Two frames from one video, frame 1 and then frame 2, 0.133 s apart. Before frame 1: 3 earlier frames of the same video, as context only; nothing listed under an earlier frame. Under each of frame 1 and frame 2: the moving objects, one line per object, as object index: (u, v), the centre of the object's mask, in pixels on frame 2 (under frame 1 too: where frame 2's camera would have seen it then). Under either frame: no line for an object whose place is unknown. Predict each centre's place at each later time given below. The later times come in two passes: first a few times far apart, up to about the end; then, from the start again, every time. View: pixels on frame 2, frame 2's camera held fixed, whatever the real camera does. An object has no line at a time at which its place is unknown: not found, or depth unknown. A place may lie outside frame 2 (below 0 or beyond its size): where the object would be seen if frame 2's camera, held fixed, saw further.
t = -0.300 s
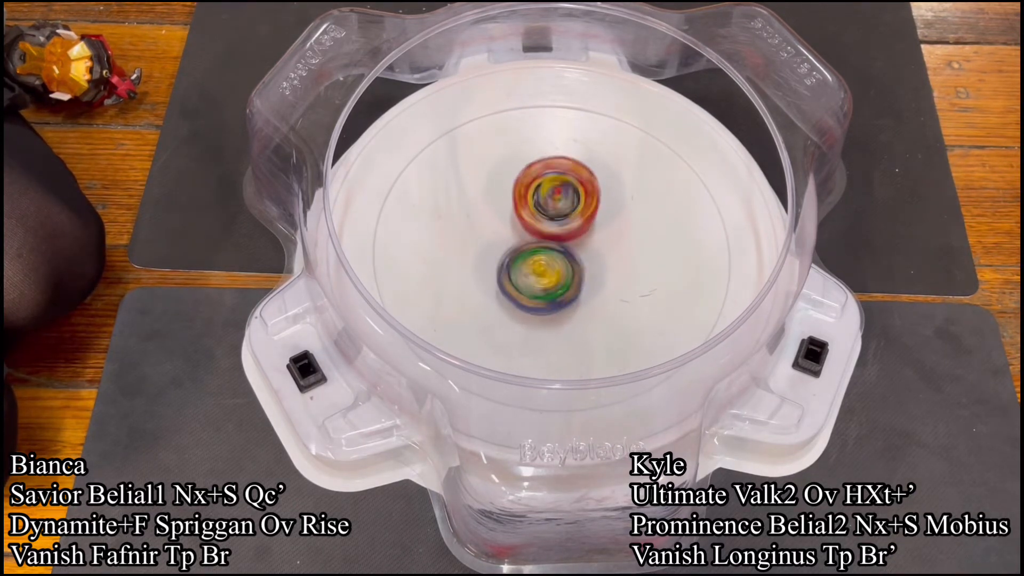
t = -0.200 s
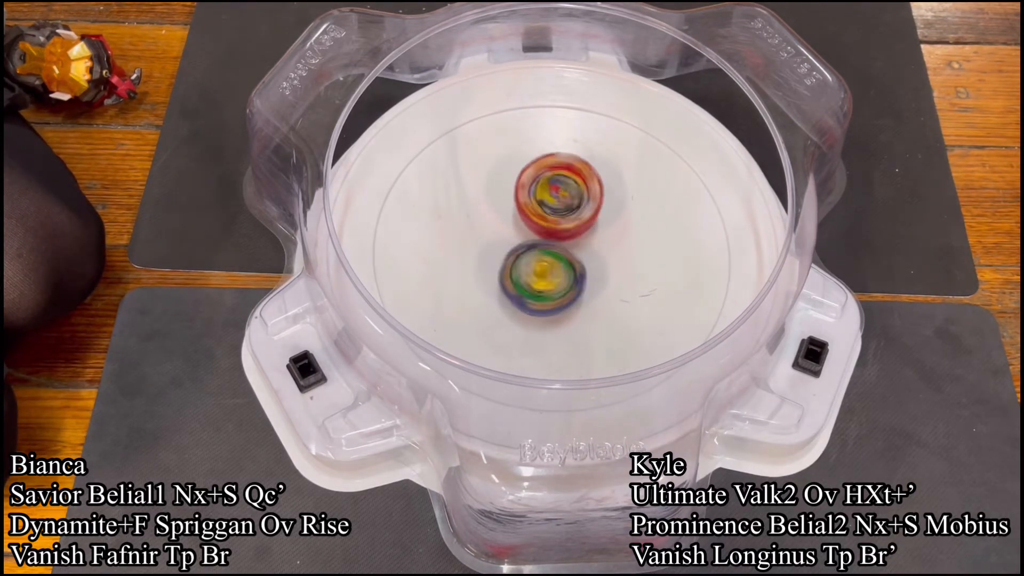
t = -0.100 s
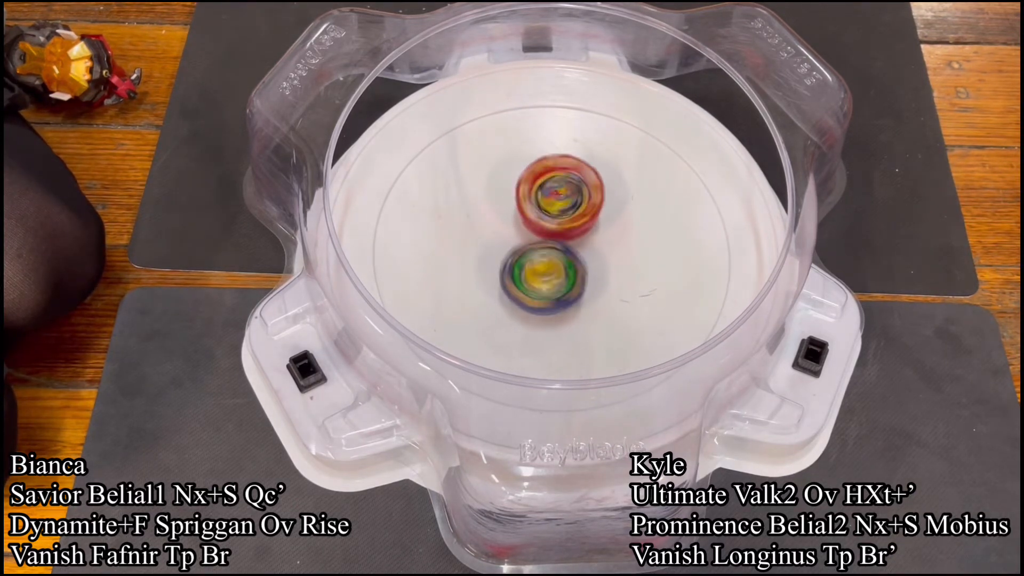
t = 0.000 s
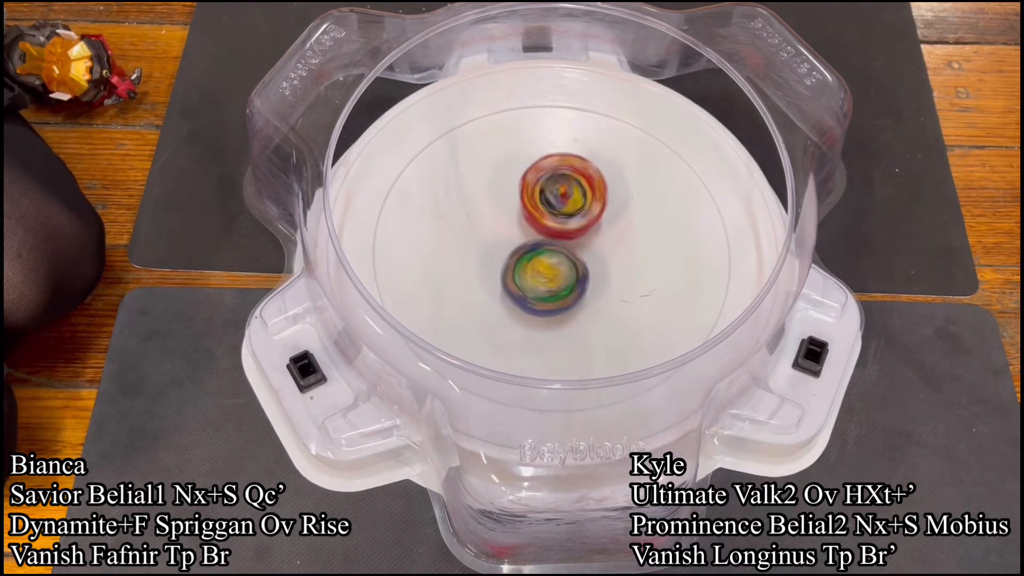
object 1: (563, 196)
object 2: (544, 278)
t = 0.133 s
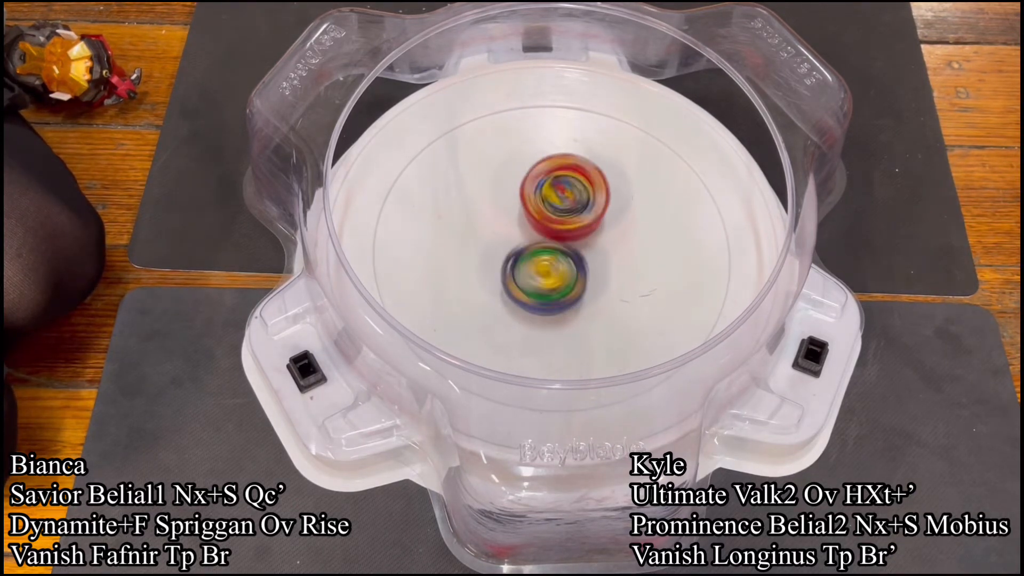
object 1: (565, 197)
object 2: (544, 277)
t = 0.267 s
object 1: (566, 197)
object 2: (545, 278)
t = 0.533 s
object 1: (568, 196)
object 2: (545, 278)
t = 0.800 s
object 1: (566, 197)
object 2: (544, 277)
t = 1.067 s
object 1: (562, 194)
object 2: (541, 278)
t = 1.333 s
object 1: (558, 197)
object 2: (538, 277)
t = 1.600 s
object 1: (556, 195)
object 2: (538, 277)
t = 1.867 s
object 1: (554, 196)
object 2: (540, 275)
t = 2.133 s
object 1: (560, 184)
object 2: (542, 287)
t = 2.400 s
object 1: (557, 199)
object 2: (547, 277)
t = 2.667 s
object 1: (553, 198)
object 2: (549, 282)
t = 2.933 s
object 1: (540, 198)
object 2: (547, 282)
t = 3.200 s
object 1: (534, 197)
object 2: (548, 281)
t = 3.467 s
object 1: (532, 200)
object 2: (551, 279)
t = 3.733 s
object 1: (537, 197)
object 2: (557, 280)
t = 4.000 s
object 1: (538, 195)
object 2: (562, 277)
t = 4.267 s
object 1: (537, 192)
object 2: (562, 277)
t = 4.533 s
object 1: (531, 194)
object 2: (559, 276)
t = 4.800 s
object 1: (527, 195)
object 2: (560, 281)
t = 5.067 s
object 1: (520, 198)
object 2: (562, 283)
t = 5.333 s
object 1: (518, 210)
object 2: (564, 282)
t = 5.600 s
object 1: (506, 205)
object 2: (569, 284)
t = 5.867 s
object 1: (510, 214)
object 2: (566, 279)
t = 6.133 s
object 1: (507, 202)
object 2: (573, 283)
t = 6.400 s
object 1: (523, 206)
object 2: (577, 279)
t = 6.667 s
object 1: (534, 202)
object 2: (576, 278)
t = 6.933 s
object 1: (545, 199)
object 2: (574, 279)
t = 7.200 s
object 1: (547, 199)
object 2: (572, 276)
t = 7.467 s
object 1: (539, 199)
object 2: (564, 278)
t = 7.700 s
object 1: (531, 200)
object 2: (565, 282)
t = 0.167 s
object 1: (565, 198)
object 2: (546, 276)
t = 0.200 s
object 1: (566, 197)
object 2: (545, 278)
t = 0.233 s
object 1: (566, 197)
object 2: (546, 278)
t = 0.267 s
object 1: (566, 197)
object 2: (545, 278)
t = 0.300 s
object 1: (567, 196)
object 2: (545, 279)
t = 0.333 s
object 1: (567, 196)
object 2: (545, 279)
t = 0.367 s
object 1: (567, 196)
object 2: (545, 279)
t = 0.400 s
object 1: (568, 196)
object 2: (545, 278)
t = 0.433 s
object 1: (566, 197)
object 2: (545, 278)
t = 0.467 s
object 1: (567, 198)
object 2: (545, 277)
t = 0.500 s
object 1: (566, 198)
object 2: (545, 277)
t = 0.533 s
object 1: (568, 196)
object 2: (545, 278)
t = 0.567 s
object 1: (567, 197)
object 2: (545, 276)
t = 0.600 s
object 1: (566, 198)
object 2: (545, 276)
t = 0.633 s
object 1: (567, 198)
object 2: (546, 276)
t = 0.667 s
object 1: (567, 198)
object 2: (545, 276)
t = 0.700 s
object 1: (567, 198)
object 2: (545, 276)
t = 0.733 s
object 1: (567, 196)
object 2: (545, 277)
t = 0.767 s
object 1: (568, 197)
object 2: (545, 277)
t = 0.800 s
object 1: (566, 197)
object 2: (544, 277)
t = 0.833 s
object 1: (566, 197)
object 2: (544, 276)
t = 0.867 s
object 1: (566, 197)
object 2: (543, 276)
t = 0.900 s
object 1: (565, 196)
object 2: (543, 277)
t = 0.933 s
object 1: (566, 194)
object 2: (543, 278)
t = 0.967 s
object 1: (566, 194)
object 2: (541, 278)
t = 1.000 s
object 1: (565, 194)
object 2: (541, 279)
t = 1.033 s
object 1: (563, 194)
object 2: (541, 279)
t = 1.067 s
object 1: (562, 194)
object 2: (541, 278)
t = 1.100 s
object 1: (561, 195)
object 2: (540, 278)
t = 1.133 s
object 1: (560, 197)
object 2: (540, 277)
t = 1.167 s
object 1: (559, 198)
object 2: (540, 277)
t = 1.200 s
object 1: (559, 197)
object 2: (539, 277)
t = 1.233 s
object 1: (560, 197)
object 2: (540, 277)
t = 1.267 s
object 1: (558, 198)
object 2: (539, 276)
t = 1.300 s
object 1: (558, 197)
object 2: (538, 277)
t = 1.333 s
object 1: (558, 197)
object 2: (538, 277)
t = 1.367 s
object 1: (557, 197)
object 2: (538, 277)
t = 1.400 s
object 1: (557, 197)
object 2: (539, 277)
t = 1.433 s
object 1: (557, 197)
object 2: (538, 277)
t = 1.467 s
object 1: (556, 197)
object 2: (538, 277)
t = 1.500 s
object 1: (555, 197)
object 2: (537, 276)
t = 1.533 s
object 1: (555, 197)
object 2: (538, 276)
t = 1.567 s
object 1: (556, 195)
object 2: (538, 278)
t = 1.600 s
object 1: (556, 195)
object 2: (538, 277)
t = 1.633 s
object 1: (555, 195)
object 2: (536, 278)
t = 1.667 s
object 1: (555, 195)
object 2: (538, 277)
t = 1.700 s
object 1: (555, 195)
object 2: (538, 277)
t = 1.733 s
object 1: (554, 196)
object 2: (539, 276)
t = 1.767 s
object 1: (554, 195)
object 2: (539, 276)
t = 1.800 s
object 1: (556, 194)
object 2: (539, 276)
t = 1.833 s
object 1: (555, 195)
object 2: (539, 276)
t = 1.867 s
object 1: (554, 196)
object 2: (540, 275)
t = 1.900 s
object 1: (555, 195)
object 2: (541, 276)
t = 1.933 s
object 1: (556, 196)
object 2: (541, 275)
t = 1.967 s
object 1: (557, 191)
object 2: (541, 280)
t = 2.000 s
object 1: (560, 188)
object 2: (540, 286)
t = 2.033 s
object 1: (559, 186)
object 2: (542, 287)
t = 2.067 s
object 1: (560, 185)
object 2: (541, 287)
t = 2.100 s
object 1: (559, 184)
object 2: (542, 287)
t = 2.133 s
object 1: (560, 184)
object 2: (542, 287)
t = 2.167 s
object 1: (559, 184)
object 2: (543, 287)
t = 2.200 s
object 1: (559, 185)
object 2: (543, 286)
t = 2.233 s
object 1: (559, 185)
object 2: (544, 286)
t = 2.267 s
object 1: (559, 188)
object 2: (545, 284)
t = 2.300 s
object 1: (558, 189)
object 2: (546, 283)
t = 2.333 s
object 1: (558, 191)
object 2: (546, 280)
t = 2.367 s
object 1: (557, 195)
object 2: (548, 279)
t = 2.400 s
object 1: (557, 199)
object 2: (547, 277)
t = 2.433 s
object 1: (558, 196)
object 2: (548, 283)
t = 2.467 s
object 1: (558, 196)
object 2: (550, 285)
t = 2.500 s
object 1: (557, 197)
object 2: (550, 283)
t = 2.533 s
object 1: (557, 198)
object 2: (548, 282)
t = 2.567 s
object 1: (555, 199)
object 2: (549, 280)
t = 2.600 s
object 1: (554, 199)
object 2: (547, 279)
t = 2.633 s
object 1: (553, 198)
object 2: (549, 281)
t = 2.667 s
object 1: (553, 198)
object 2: (549, 282)
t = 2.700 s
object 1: (550, 199)
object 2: (549, 281)
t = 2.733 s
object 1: (548, 200)
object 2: (549, 280)
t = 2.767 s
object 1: (547, 199)
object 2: (549, 280)
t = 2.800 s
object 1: (546, 197)
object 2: (550, 283)
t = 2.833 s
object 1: (545, 197)
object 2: (550, 283)
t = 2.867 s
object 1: (543, 198)
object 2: (548, 282)
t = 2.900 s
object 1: (541, 198)
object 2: (548, 282)
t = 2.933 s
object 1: (540, 198)
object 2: (547, 282)
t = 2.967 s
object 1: (538, 199)
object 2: (547, 281)
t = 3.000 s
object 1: (537, 199)
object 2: (546, 281)
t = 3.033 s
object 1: (536, 200)
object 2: (547, 280)
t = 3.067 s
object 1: (535, 199)
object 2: (546, 280)
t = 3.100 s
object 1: (536, 199)
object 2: (548, 280)
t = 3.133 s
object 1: (534, 198)
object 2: (546, 280)
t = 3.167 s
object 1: (534, 197)
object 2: (549, 282)
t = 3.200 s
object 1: (534, 197)
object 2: (548, 281)
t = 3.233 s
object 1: (533, 198)
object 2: (547, 282)
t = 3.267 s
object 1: (531, 197)
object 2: (548, 282)
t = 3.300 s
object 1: (532, 197)
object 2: (547, 281)
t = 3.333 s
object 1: (531, 198)
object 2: (548, 281)
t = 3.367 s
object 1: (531, 199)
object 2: (548, 281)
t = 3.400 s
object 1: (530, 200)
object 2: (548, 280)
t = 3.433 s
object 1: (531, 200)
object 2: (549, 280)
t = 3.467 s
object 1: (532, 200)
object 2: (551, 279)
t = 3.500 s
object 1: (533, 199)
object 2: (552, 280)
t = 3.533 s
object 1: (534, 201)
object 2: (553, 280)
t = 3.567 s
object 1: (534, 197)
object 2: (554, 283)
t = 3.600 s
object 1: (536, 197)
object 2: (556, 283)
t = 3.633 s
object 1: (537, 197)
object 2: (555, 282)
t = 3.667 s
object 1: (537, 197)
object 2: (556, 283)
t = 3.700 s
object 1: (536, 197)
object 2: (557, 282)
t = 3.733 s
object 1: (537, 197)
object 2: (557, 280)
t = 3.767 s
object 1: (538, 199)
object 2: (558, 280)
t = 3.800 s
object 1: (538, 199)
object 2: (558, 279)
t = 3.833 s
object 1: (538, 199)
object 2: (559, 278)
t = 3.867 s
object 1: (539, 195)
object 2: (561, 280)
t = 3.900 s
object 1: (540, 195)
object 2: (563, 279)
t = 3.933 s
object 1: (540, 196)
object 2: (562, 276)
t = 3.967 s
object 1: (539, 197)
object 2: (561, 276)
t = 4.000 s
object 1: (538, 195)
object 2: (562, 277)
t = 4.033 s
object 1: (540, 192)
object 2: (564, 278)
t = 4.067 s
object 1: (540, 193)
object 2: (565, 277)
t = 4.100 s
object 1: (539, 193)
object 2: (562, 276)
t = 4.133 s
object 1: (538, 193)
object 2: (562, 277)
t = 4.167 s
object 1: (538, 193)
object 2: (562, 275)
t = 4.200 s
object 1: (539, 194)
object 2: (560, 273)
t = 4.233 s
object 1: (537, 194)
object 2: (560, 276)
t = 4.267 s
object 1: (537, 192)
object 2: (562, 277)
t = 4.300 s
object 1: (537, 194)
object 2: (562, 275)
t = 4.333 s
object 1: (535, 195)
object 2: (559, 274)
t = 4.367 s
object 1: (534, 195)
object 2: (558, 275)
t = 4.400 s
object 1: (534, 196)
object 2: (559, 273)
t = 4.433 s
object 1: (533, 193)
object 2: (558, 276)
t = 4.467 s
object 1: (533, 192)
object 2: (561, 276)
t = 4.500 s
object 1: (533, 193)
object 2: (559, 275)
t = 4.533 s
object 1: (531, 194)
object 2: (559, 276)
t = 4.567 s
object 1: (530, 193)
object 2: (559, 276)
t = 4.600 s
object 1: (530, 194)
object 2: (558, 276)
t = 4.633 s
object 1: (529, 196)
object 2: (559, 276)
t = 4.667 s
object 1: (528, 197)
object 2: (557, 275)
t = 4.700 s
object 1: (527, 198)
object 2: (556, 276)
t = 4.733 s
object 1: (528, 198)
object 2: (558, 275)
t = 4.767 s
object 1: (529, 199)
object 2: (557, 275)
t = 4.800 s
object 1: (527, 195)
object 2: (560, 281)
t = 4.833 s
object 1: (526, 194)
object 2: (561, 284)
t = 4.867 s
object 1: (525, 195)
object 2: (562, 285)
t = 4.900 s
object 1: (524, 195)
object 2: (563, 285)
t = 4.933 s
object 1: (522, 194)
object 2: (562, 285)
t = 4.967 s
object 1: (522, 195)
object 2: (562, 285)
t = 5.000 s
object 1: (522, 195)
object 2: (563, 284)
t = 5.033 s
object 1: (521, 197)
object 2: (562, 283)
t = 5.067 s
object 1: (520, 198)
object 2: (562, 283)
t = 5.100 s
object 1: (520, 200)
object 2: (562, 281)
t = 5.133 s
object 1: (519, 202)
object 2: (561, 280)
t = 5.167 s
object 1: (520, 204)
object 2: (561, 279)
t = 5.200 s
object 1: (520, 206)
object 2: (561, 279)
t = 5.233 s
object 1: (519, 205)
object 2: (565, 282)
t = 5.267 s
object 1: (521, 206)
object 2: (566, 282)
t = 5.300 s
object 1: (520, 208)
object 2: (564, 282)
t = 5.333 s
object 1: (518, 210)
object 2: (564, 282)
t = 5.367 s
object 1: (518, 211)
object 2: (564, 280)
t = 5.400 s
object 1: (516, 208)
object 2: (564, 283)
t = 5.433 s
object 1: (512, 203)
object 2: (569, 286)
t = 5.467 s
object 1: (508, 202)
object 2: (570, 287)
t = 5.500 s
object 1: (509, 202)
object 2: (570, 287)
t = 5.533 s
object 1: (509, 203)
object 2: (572, 287)
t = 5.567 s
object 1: (508, 205)
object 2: (571, 285)
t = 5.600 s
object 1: (506, 205)
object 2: (569, 284)
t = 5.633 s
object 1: (506, 206)
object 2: (569, 284)
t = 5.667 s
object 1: (506, 207)
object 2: (568, 282)
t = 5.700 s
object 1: (506, 209)
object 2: (566, 281)
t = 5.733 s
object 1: (506, 211)
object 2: (565, 280)
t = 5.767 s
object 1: (509, 214)
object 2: (564, 279)
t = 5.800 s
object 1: (508, 213)
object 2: (564, 280)
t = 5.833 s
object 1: (510, 213)
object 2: (565, 280)
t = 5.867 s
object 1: (510, 214)
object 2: (566, 279)
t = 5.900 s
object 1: (511, 212)
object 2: (567, 279)
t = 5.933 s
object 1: (512, 212)
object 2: (566, 278)
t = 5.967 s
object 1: (510, 208)
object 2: (569, 281)
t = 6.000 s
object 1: (507, 205)
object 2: (571, 282)
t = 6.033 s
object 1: (505, 203)
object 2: (570, 282)
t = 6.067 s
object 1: (506, 202)
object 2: (570, 283)
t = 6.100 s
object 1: (507, 202)
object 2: (571, 283)
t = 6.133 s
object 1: (507, 202)
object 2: (573, 283)
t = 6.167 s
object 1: (507, 203)
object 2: (573, 281)
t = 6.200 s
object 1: (507, 203)
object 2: (571, 280)
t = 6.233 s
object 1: (508, 205)
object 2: (570, 280)
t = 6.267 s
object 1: (511, 206)
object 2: (570, 280)
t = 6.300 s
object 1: (516, 209)
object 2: (570, 278)
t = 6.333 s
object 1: (519, 210)
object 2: (570, 278)
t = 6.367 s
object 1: (519, 207)
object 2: (573, 280)
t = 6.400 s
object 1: (523, 206)
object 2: (577, 279)
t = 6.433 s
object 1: (525, 208)
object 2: (576, 276)
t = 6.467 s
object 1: (525, 206)
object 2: (574, 276)
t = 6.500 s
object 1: (527, 204)
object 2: (574, 278)
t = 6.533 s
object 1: (529, 205)
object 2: (576, 278)
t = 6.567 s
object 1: (530, 205)
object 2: (576, 277)
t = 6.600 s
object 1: (530, 202)
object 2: (575, 278)
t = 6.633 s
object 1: (533, 202)
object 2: (576, 279)
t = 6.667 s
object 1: (534, 202)
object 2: (576, 278)
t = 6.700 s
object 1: (536, 203)
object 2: (574, 278)
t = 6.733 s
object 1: (536, 203)
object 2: (572, 279)
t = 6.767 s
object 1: (538, 201)
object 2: (572, 280)
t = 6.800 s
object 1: (540, 201)
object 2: (574, 279)
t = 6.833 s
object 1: (542, 201)
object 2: (574, 279)
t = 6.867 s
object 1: (542, 199)
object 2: (576, 281)
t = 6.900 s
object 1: (545, 198)
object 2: (576, 280)
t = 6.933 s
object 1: (545, 199)
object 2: (574, 279)
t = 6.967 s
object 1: (545, 199)
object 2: (572, 278)
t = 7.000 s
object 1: (544, 199)
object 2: (570, 279)
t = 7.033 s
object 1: (544, 199)
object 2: (569, 280)
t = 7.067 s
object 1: (545, 200)
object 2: (569, 279)
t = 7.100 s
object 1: (543, 199)
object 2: (571, 280)
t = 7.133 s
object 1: (543, 197)
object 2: (574, 281)
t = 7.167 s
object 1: (545, 197)
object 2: (575, 278)
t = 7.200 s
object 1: (547, 199)
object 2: (572, 276)
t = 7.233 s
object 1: (543, 198)
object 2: (568, 278)
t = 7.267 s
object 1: (542, 196)
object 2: (568, 280)
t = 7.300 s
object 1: (544, 195)
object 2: (570, 282)
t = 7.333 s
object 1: (545, 196)
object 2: (574, 281)
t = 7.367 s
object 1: (544, 198)
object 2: (573, 278)
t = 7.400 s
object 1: (541, 199)
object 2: (569, 276)
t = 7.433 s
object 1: (540, 198)
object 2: (566, 277)
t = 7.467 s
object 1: (539, 199)
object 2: (564, 278)
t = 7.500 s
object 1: (539, 199)
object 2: (565, 278)
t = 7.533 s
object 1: (539, 200)
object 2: (566, 277)
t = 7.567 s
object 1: (537, 200)
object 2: (565, 278)
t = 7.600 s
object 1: (536, 201)
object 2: (567, 281)
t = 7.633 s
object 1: (535, 202)
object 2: (566, 279)
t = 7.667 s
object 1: (533, 202)
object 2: (564, 280)
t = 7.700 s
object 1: (531, 200)
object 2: (565, 282)
